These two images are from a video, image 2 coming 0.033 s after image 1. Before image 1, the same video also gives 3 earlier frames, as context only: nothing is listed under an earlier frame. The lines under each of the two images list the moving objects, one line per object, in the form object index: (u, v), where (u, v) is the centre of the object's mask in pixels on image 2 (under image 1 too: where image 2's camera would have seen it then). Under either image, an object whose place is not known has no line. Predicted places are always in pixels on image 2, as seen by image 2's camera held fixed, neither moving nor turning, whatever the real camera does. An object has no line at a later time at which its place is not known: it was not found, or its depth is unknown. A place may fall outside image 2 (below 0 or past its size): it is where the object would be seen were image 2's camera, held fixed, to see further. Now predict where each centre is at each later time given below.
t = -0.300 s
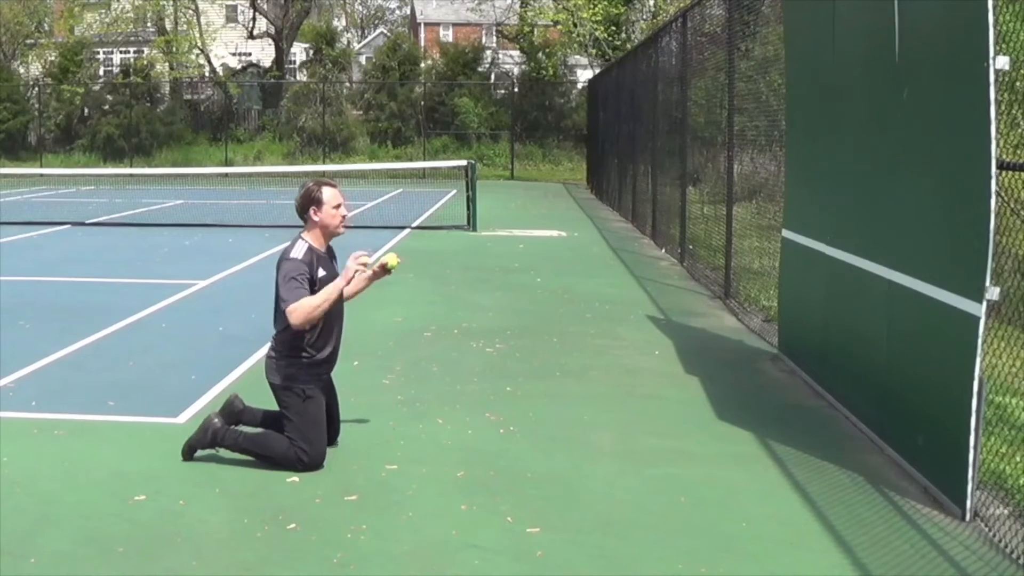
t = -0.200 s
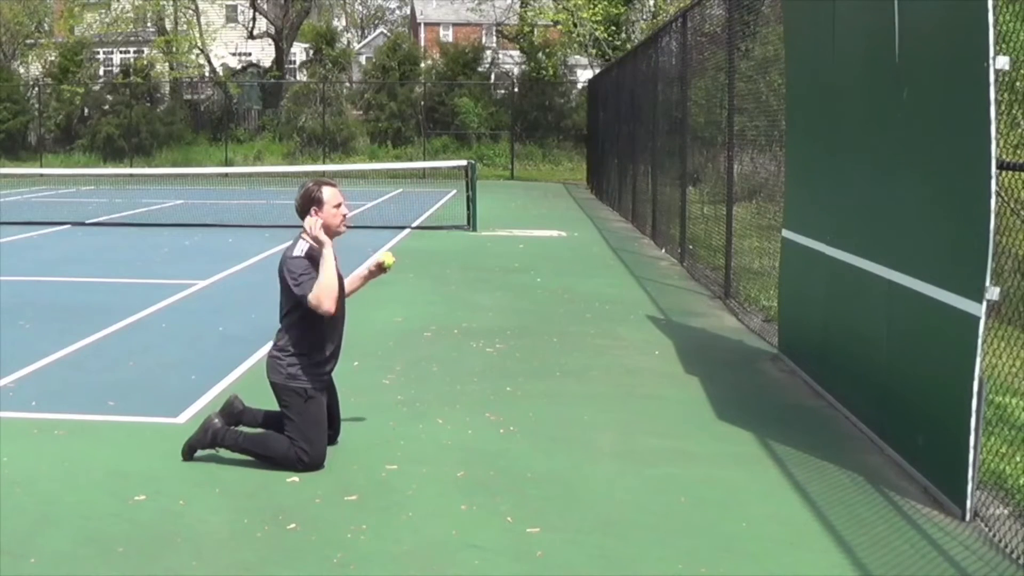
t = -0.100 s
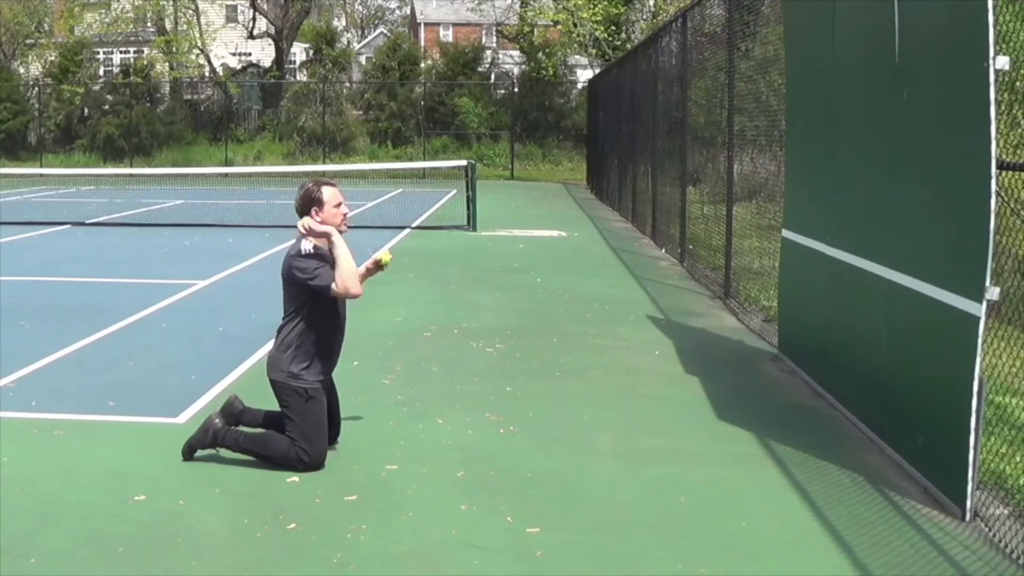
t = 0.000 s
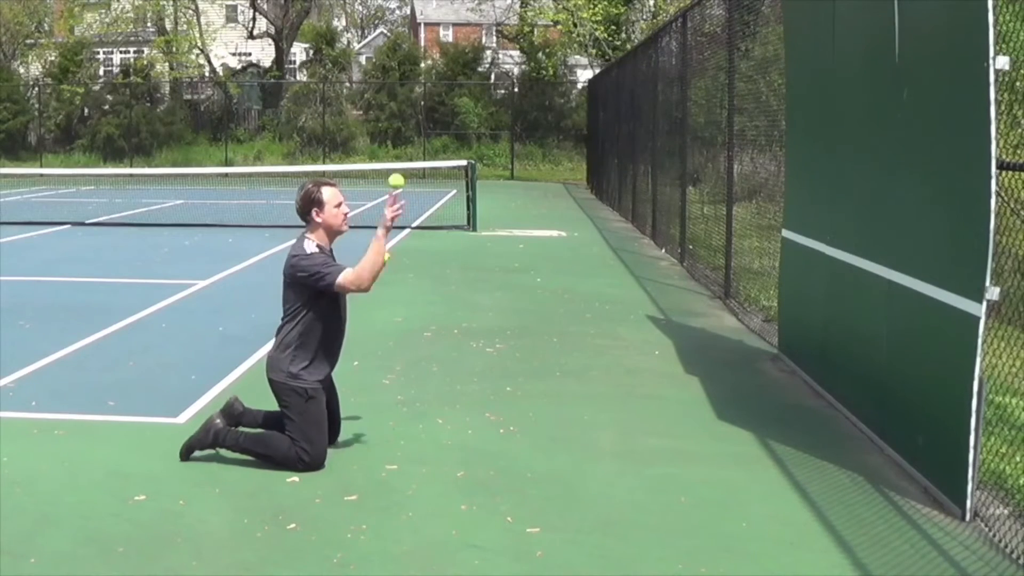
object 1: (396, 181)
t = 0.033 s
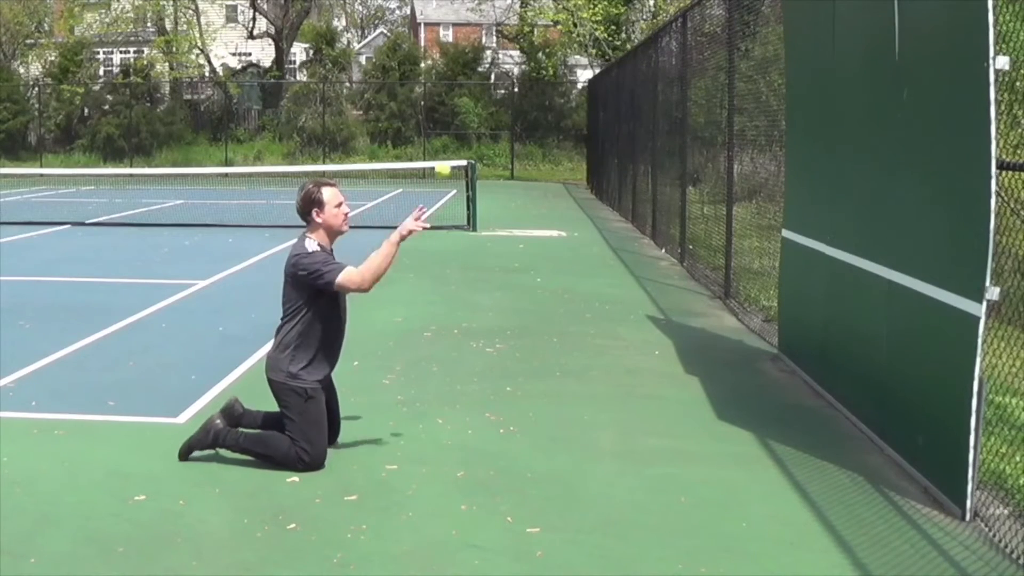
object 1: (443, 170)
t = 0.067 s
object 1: (489, 159)
